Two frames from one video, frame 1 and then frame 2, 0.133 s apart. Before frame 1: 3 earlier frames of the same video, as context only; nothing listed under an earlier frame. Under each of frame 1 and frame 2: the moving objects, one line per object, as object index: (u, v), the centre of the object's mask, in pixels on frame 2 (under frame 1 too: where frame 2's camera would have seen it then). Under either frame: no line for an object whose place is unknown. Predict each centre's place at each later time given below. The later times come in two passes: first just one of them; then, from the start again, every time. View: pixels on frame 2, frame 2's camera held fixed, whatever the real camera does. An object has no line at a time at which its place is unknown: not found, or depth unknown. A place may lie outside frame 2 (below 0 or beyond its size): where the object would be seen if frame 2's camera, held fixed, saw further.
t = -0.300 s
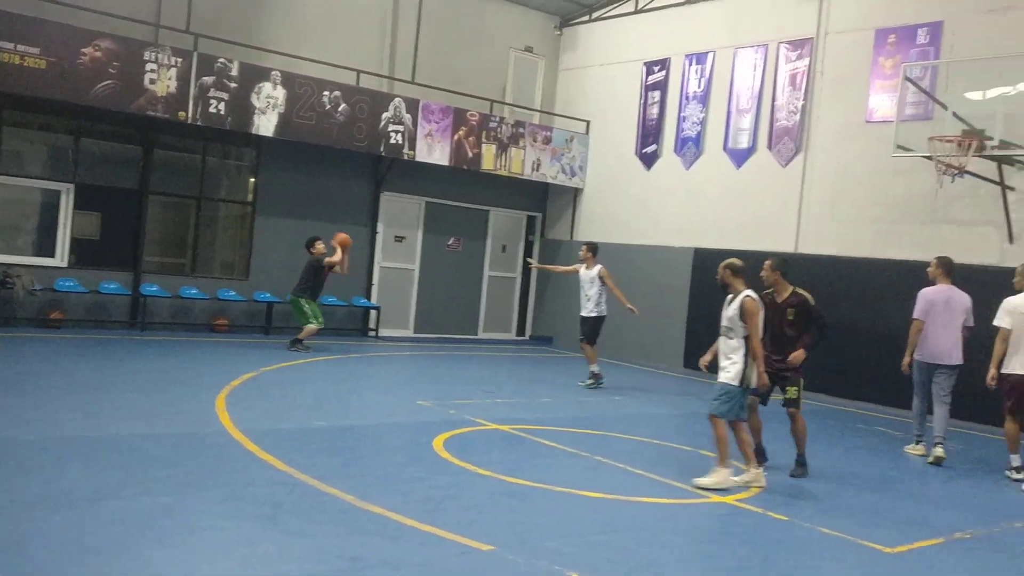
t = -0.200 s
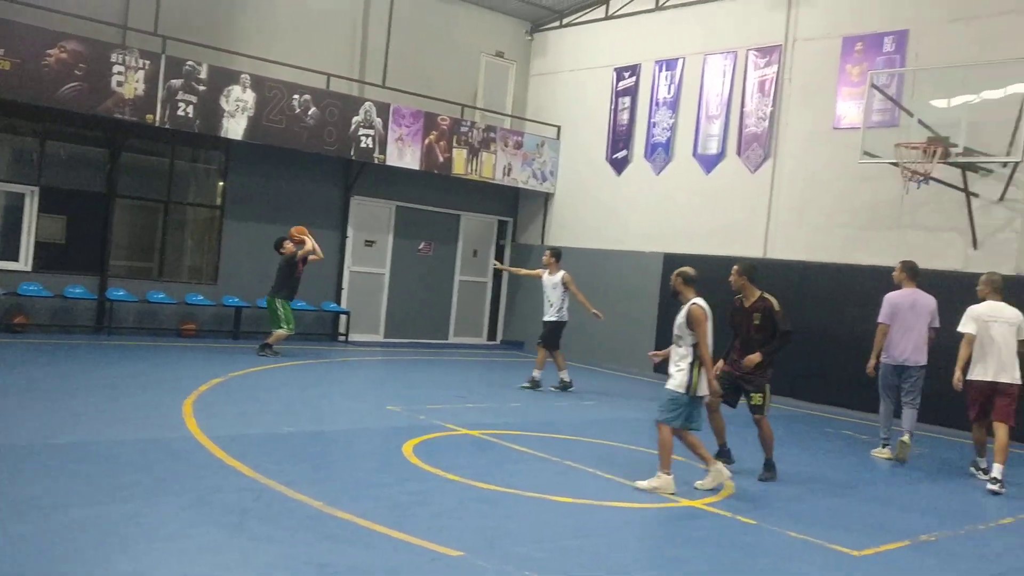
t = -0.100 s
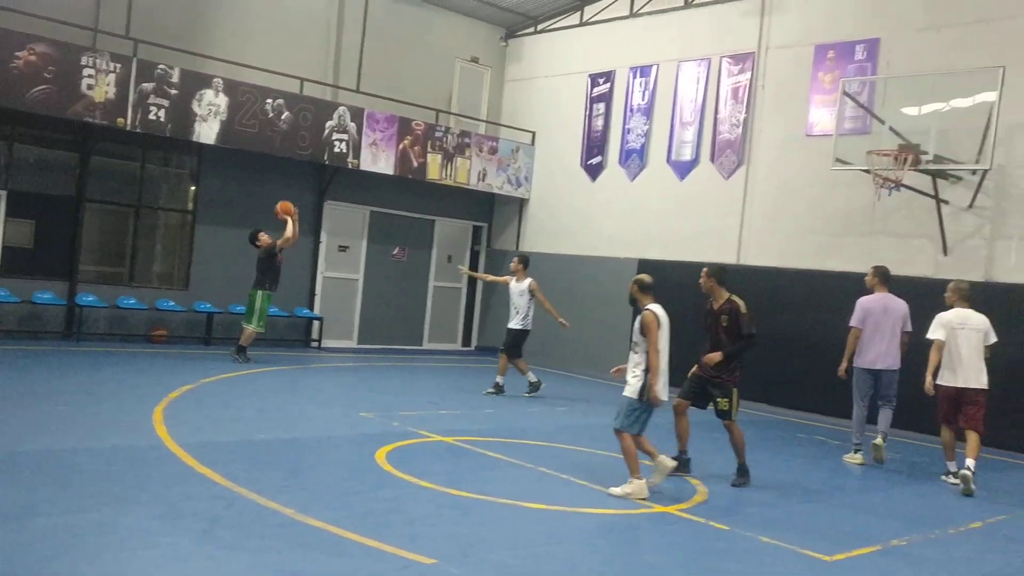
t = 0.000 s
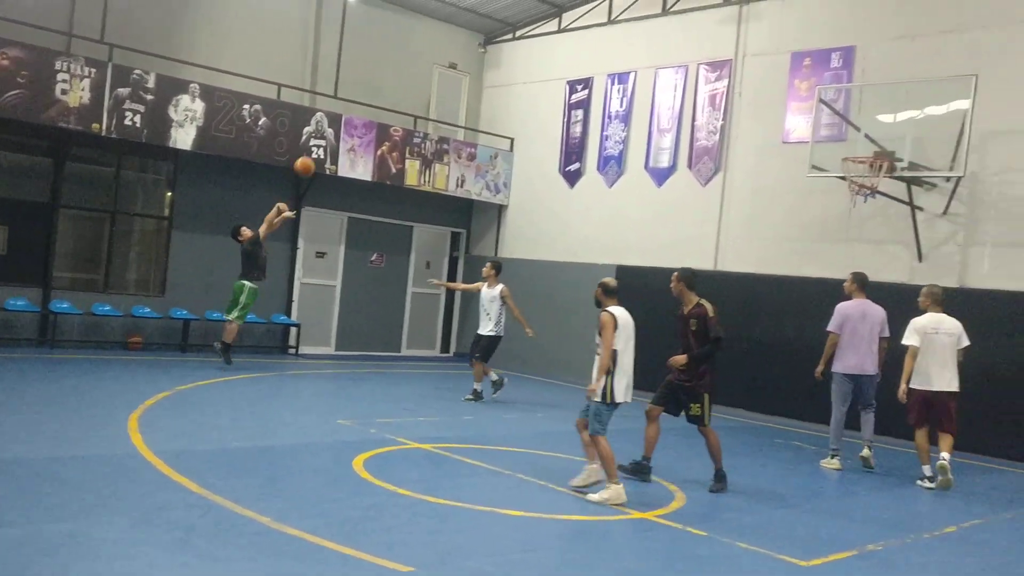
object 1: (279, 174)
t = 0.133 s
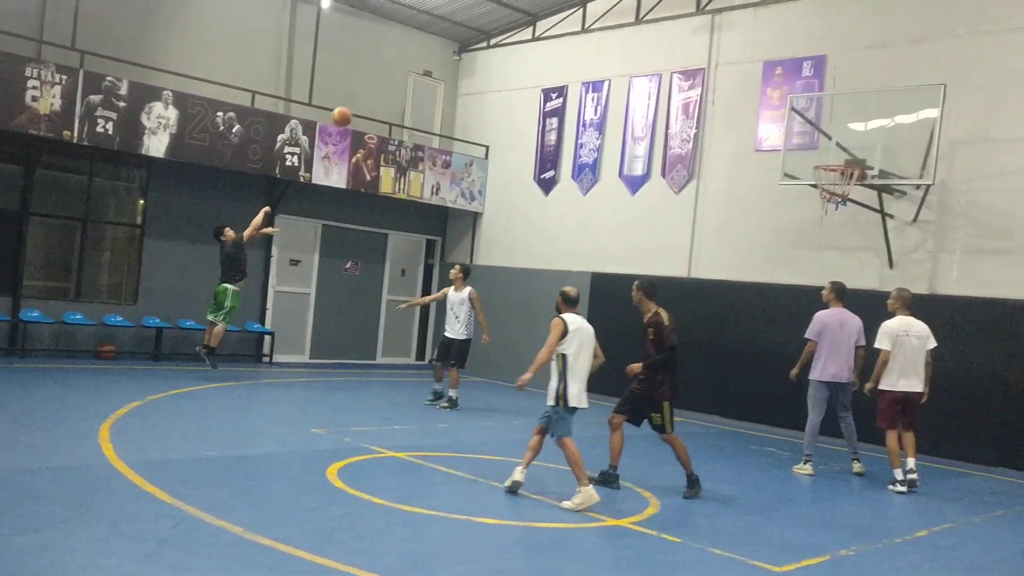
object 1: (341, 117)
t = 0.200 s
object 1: (373, 93)
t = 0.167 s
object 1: (357, 104)
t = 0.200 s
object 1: (373, 93)
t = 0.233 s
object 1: (388, 83)
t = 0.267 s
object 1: (404, 73)
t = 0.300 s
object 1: (420, 64)
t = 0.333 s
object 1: (435, 55)
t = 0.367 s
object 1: (450, 48)
